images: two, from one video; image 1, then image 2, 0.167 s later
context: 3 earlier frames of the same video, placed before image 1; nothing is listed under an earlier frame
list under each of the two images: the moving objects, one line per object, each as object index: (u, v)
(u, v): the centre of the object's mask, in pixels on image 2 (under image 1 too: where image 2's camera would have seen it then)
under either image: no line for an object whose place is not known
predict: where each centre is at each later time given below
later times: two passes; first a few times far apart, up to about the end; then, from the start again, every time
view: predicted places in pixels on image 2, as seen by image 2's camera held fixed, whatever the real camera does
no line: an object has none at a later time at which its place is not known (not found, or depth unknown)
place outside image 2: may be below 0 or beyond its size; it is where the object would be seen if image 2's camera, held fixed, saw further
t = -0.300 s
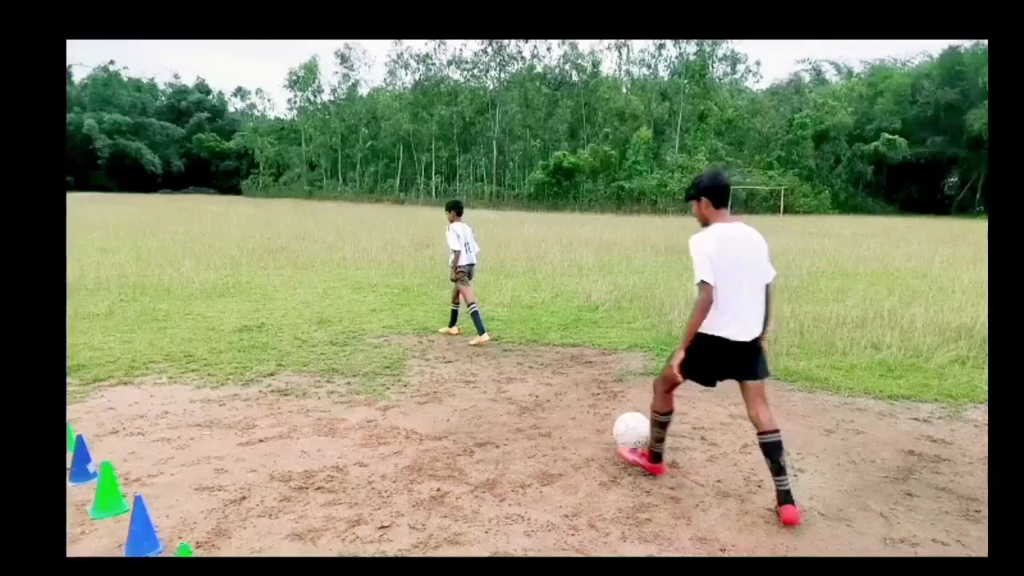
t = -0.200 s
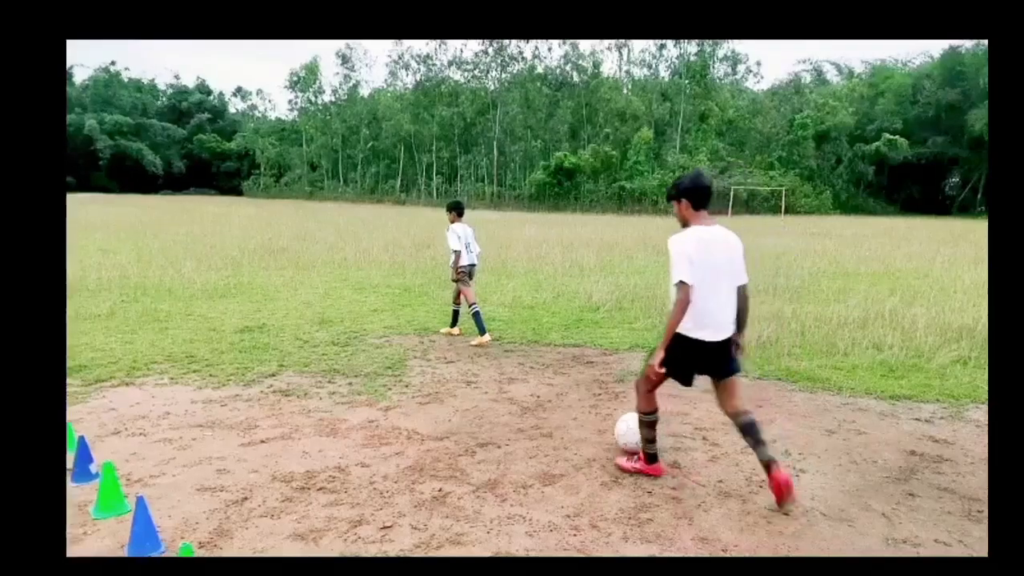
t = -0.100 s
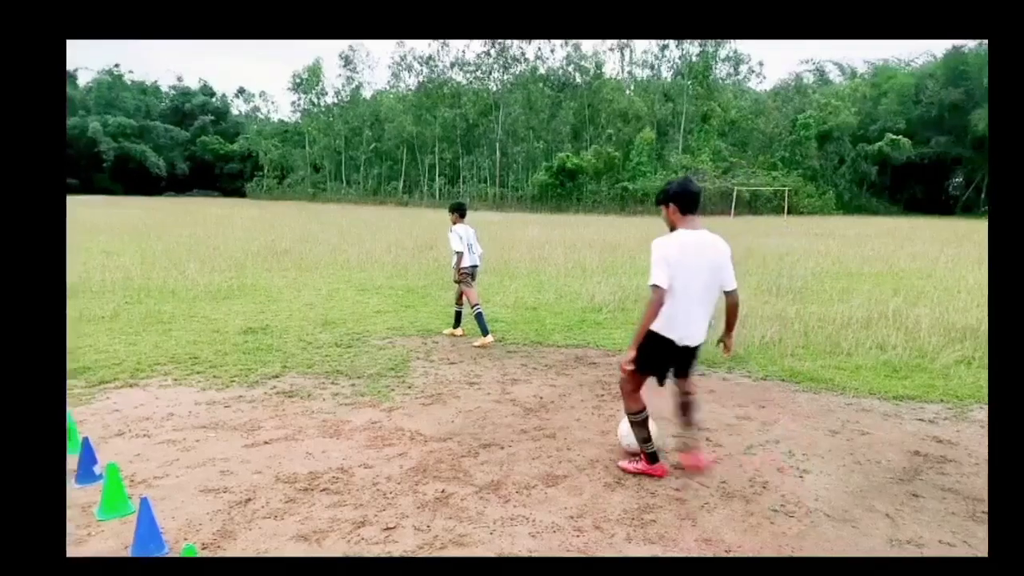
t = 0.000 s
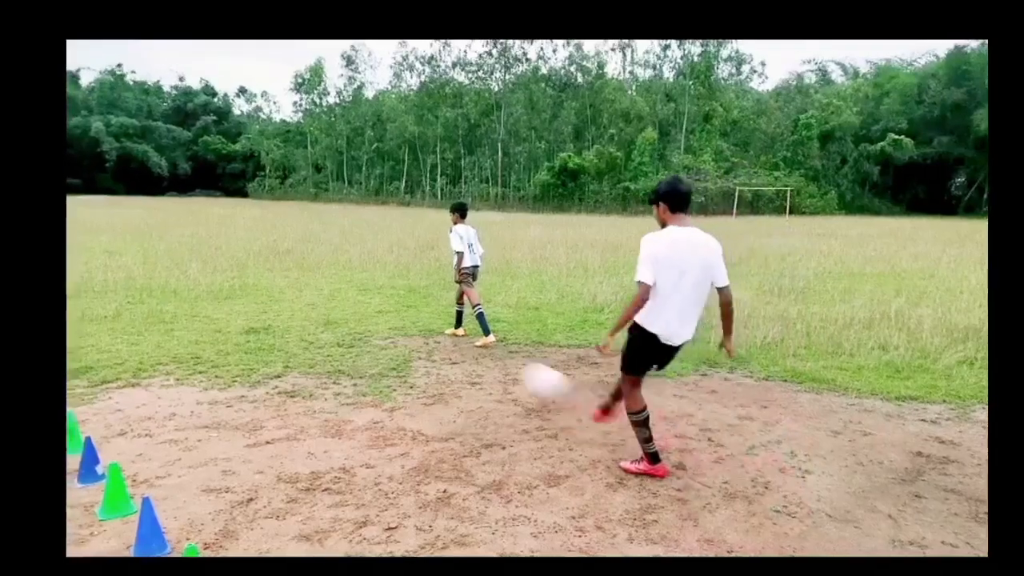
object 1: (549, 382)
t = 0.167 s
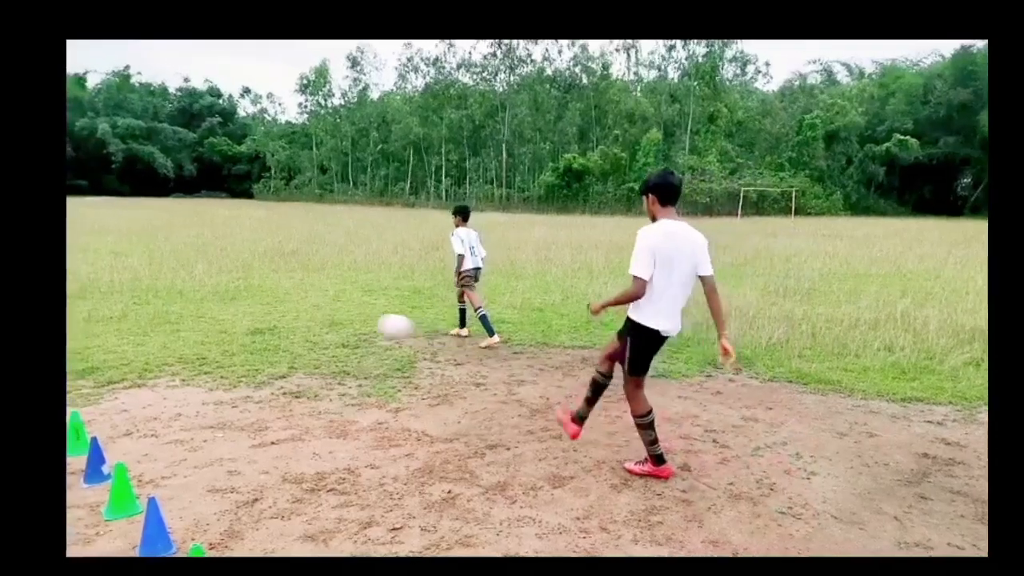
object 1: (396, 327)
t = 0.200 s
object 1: (373, 321)
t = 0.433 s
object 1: (259, 298)
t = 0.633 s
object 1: (202, 286)
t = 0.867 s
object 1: (161, 265)
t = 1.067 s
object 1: (137, 263)
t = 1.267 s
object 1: (121, 261)
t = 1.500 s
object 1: (105, 253)
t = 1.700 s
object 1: (95, 253)
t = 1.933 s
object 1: (86, 250)
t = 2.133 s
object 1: (80, 247)
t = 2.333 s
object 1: (75, 245)
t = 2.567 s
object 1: (72, 242)
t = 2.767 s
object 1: (69, 240)
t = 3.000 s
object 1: (68, 238)
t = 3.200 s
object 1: (67, 236)
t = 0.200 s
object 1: (373, 321)
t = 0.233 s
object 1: (352, 318)
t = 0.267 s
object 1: (333, 315)
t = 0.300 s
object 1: (315, 314)
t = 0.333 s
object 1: (298, 315)
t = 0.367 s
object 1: (283, 312)
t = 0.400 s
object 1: (271, 304)
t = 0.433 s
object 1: (259, 298)
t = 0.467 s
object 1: (248, 293)
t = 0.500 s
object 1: (237, 290)
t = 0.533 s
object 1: (228, 287)
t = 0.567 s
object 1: (219, 286)
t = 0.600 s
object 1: (210, 286)
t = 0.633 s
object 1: (202, 286)
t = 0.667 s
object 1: (195, 283)
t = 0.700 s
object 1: (188, 276)
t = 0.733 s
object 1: (182, 273)
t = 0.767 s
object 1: (177, 270)
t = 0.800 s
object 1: (172, 268)
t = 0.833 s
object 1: (166, 266)
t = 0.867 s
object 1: (161, 265)
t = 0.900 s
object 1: (156, 266)
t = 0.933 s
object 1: (152, 267)
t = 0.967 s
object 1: (147, 269)
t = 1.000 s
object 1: (144, 269)
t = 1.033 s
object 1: (140, 266)
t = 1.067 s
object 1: (137, 263)
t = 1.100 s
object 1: (134, 261)
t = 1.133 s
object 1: (132, 260)
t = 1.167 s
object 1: (129, 259)
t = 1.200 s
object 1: (126, 259)
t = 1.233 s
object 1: (123, 260)
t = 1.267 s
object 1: (121, 261)
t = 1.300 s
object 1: (119, 261)
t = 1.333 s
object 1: (116, 258)
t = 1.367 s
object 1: (114, 256)
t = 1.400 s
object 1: (112, 254)
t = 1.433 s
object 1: (110, 253)
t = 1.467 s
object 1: (107, 253)
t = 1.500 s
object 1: (105, 253)
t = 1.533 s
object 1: (104, 253)
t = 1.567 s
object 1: (102, 255)
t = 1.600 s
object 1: (100, 256)
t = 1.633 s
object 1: (98, 255)
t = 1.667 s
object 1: (97, 254)
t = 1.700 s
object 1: (95, 253)
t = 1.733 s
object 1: (94, 253)
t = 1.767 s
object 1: (92, 252)
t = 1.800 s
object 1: (91, 252)
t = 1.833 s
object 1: (90, 251)
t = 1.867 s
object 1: (89, 251)
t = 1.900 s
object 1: (87, 250)
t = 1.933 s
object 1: (86, 250)
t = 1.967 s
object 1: (85, 249)
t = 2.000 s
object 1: (83, 248)
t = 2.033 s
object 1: (83, 248)
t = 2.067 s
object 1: (82, 247)
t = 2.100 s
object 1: (81, 247)
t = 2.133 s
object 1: (80, 247)
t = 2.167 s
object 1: (79, 246)
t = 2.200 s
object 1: (78, 245)
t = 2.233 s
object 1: (77, 245)
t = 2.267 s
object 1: (77, 245)
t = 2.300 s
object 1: (76, 245)
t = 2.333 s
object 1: (75, 245)
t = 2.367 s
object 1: (74, 244)
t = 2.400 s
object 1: (74, 244)
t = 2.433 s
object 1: (74, 243)
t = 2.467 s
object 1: (73, 244)
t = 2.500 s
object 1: (73, 244)
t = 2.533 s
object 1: (73, 243)
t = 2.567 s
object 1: (72, 242)
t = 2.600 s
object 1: (70, 242)
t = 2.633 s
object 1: (70, 242)
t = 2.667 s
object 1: (70, 242)
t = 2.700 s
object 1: (70, 242)
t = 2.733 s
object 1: (69, 241)
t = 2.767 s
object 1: (69, 240)
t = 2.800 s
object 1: (69, 239)
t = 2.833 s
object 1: (69, 239)
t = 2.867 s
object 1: (69, 239)
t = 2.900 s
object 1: (69, 240)
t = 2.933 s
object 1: (69, 240)
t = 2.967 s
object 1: (68, 239)
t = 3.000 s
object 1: (68, 238)
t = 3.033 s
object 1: (68, 237)
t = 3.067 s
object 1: (68, 238)
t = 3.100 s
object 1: (68, 237)
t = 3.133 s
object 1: (68, 238)
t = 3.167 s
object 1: (67, 237)
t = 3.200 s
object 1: (67, 236)
